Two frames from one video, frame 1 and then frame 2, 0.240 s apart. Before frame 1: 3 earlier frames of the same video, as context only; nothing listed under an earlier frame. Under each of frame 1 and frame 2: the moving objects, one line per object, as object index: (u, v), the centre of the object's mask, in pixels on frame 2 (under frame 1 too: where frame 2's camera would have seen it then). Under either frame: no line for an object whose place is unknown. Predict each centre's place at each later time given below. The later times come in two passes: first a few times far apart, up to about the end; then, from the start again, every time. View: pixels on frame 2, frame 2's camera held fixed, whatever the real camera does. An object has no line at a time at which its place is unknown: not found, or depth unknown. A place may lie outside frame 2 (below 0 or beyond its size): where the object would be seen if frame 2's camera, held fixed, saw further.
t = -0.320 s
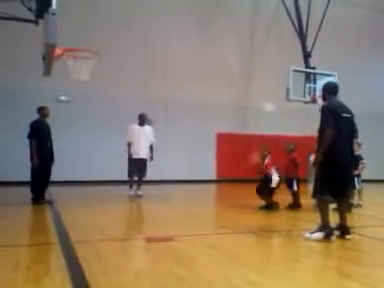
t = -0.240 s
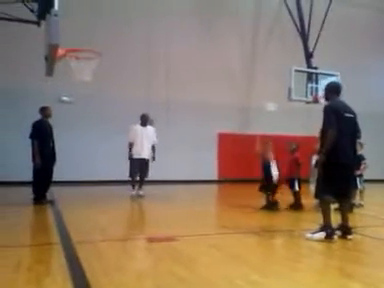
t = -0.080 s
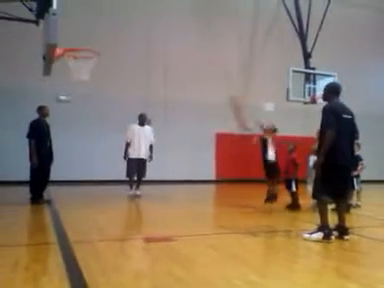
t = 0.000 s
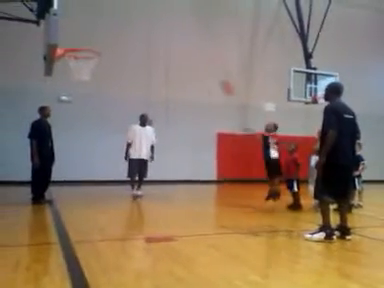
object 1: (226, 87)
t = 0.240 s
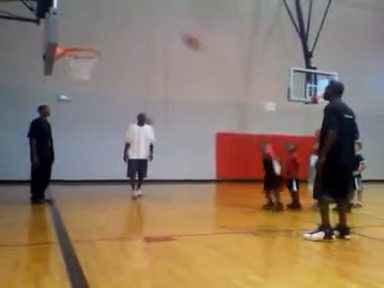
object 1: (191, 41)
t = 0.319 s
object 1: (179, 30)
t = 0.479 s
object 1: (152, 23)
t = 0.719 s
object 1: (106, 41)
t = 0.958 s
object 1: (73, 46)
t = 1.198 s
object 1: (78, 43)
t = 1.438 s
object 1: (88, 50)
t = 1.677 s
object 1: (82, 74)
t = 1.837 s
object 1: (76, 91)
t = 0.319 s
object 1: (179, 30)
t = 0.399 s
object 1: (166, 25)
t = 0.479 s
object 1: (152, 23)
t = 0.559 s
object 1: (138, 24)
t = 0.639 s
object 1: (121, 29)
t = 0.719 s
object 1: (106, 41)
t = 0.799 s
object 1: (93, 48)
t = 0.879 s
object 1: (73, 50)
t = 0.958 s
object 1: (73, 46)
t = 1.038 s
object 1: (73, 45)
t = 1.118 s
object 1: (74, 45)
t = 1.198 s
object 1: (78, 43)
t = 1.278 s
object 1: (83, 43)
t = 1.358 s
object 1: (88, 46)
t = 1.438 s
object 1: (88, 50)
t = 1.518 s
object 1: (88, 59)
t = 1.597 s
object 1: (86, 67)
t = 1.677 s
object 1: (82, 74)
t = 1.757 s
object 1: (79, 80)
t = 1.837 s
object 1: (76, 91)
